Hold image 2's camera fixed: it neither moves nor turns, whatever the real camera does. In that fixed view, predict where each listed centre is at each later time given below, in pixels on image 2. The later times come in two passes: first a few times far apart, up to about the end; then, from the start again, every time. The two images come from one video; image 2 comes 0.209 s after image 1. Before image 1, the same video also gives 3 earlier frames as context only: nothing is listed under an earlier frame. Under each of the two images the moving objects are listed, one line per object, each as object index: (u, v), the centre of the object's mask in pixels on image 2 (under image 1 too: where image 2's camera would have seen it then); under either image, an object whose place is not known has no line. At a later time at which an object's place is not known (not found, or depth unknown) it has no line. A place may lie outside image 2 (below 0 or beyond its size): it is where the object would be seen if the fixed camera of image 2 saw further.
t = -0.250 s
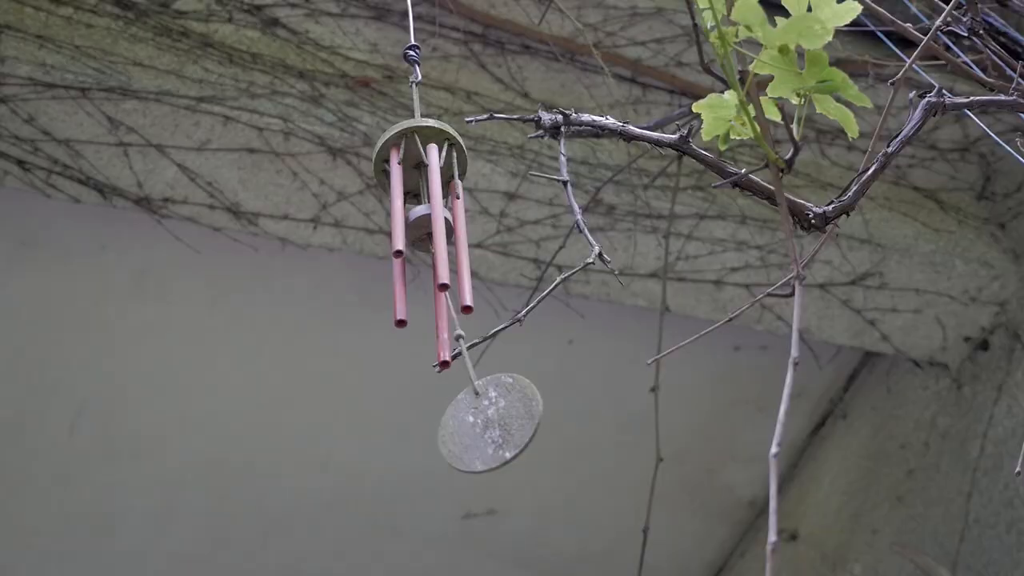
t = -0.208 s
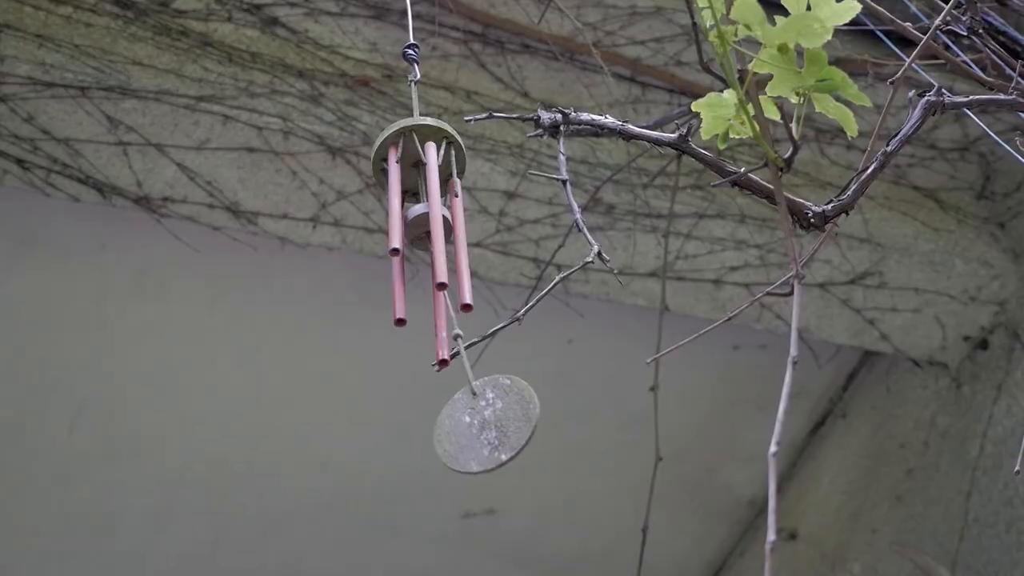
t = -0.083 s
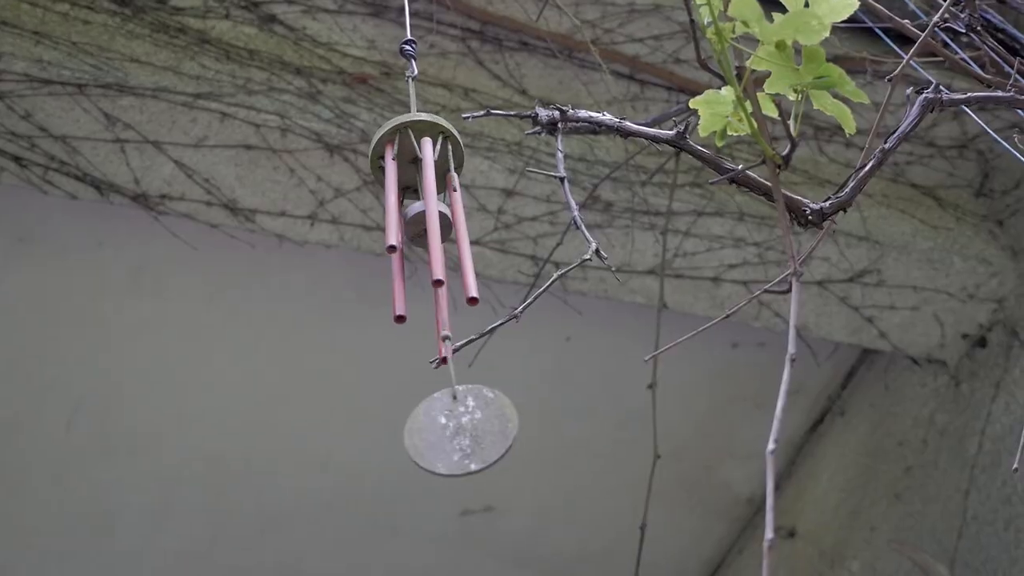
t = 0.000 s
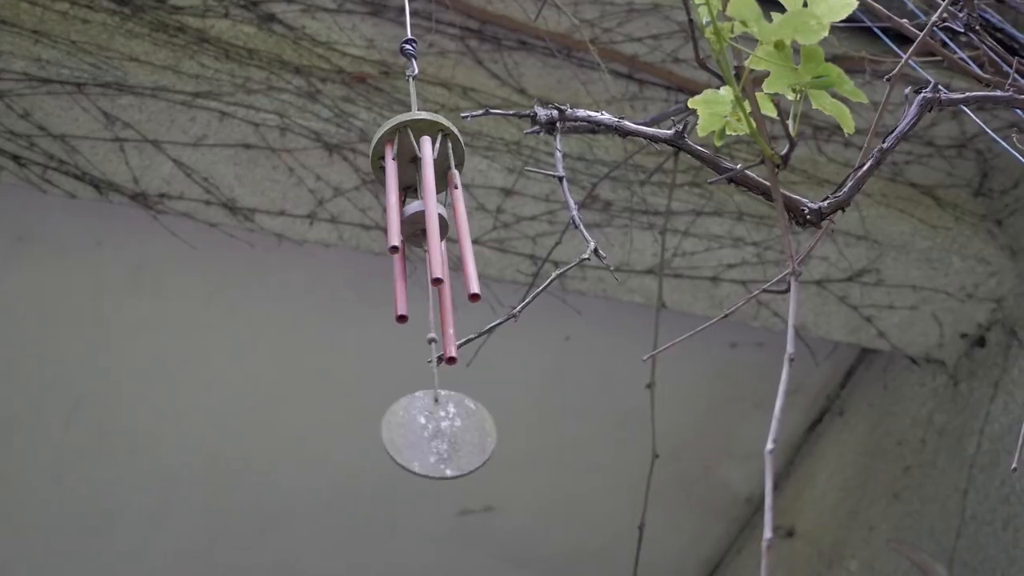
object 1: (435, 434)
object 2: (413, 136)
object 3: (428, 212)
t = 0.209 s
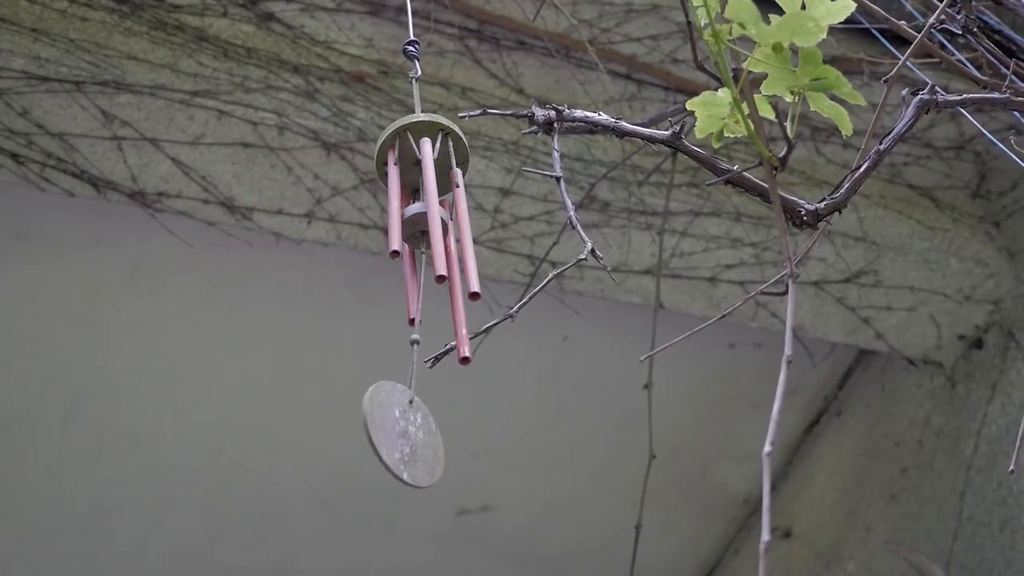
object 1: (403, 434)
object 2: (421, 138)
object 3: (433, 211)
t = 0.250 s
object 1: (405, 433)
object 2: (423, 137)
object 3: (433, 212)
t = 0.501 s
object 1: (463, 428)
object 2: (429, 143)
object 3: (430, 220)
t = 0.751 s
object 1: (503, 432)
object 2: (430, 149)
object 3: (430, 222)
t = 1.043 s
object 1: (448, 446)
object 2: (438, 151)
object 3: (431, 222)
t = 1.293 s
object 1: (425, 435)
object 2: (432, 140)
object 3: (425, 221)
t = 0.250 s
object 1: (405, 433)
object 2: (423, 137)
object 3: (433, 212)
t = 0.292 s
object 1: (410, 432)
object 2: (426, 138)
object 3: (434, 213)
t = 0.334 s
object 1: (417, 431)
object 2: (428, 139)
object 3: (433, 214)
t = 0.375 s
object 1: (427, 430)
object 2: (428, 140)
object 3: (433, 216)
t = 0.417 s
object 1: (439, 429)
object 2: (428, 141)
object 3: (432, 217)
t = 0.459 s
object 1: (451, 429)
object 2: (429, 141)
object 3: (431, 219)
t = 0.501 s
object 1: (463, 428)
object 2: (429, 143)
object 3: (430, 220)
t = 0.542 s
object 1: (475, 427)
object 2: (430, 143)
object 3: (429, 221)
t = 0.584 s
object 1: (485, 427)
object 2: (430, 144)
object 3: (428, 222)
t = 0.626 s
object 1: (493, 428)
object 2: (431, 144)
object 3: (428, 222)
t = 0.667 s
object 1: (499, 428)
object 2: (436, 155)
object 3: (428, 222)
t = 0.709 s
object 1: (502, 430)
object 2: (437, 153)
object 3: (429, 222)
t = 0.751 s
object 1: (503, 432)
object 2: (430, 149)
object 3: (430, 222)
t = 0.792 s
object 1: (500, 435)
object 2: (437, 154)
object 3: (430, 222)
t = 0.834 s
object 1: (495, 438)
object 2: (437, 155)
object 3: (431, 222)
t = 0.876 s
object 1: (487, 441)
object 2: (437, 154)
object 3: (431, 222)
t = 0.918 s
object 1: (478, 443)
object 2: (437, 154)
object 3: (431, 221)
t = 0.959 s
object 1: (468, 445)
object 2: (437, 151)
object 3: (431, 221)
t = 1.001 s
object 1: (457, 446)
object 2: (438, 152)
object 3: (431, 222)
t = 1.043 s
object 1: (448, 446)
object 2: (438, 151)
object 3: (431, 222)
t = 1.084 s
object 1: (439, 445)
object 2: (437, 153)
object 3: (431, 222)
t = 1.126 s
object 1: (432, 444)
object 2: (437, 150)
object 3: (430, 222)
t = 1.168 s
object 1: (427, 442)
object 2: (437, 150)
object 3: (429, 222)
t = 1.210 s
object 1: (424, 440)
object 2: (436, 141)
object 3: (428, 222)
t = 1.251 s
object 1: (423, 438)
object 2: (434, 141)
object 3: (427, 221)
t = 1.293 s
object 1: (425, 435)
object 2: (432, 140)
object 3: (425, 221)
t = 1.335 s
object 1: (428, 433)
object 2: (429, 141)
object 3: (422, 221)
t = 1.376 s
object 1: (434, 430)
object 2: (428, 140)
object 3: (420, 220)
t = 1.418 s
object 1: (440, 428)
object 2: (427, 147)
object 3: (416, 219)
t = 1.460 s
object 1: (446, 426)
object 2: (425, 146)
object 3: (413, 220)
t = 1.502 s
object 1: (452, 424)
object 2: (424, 146)
